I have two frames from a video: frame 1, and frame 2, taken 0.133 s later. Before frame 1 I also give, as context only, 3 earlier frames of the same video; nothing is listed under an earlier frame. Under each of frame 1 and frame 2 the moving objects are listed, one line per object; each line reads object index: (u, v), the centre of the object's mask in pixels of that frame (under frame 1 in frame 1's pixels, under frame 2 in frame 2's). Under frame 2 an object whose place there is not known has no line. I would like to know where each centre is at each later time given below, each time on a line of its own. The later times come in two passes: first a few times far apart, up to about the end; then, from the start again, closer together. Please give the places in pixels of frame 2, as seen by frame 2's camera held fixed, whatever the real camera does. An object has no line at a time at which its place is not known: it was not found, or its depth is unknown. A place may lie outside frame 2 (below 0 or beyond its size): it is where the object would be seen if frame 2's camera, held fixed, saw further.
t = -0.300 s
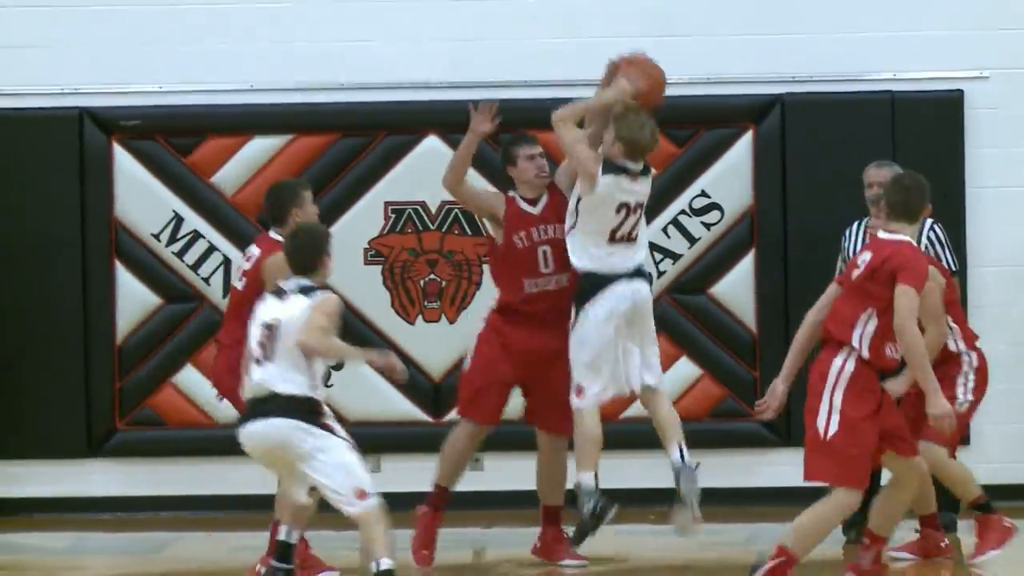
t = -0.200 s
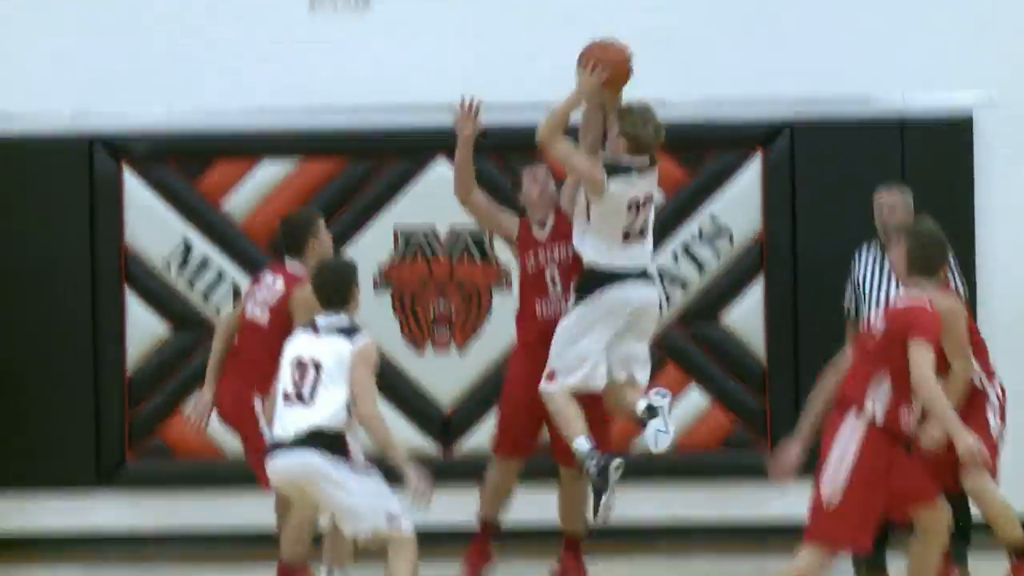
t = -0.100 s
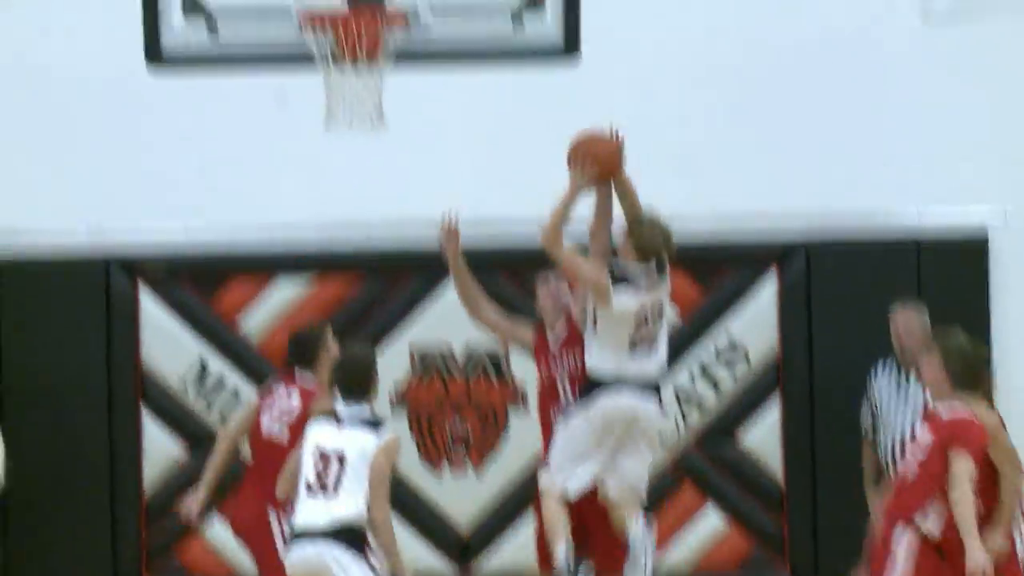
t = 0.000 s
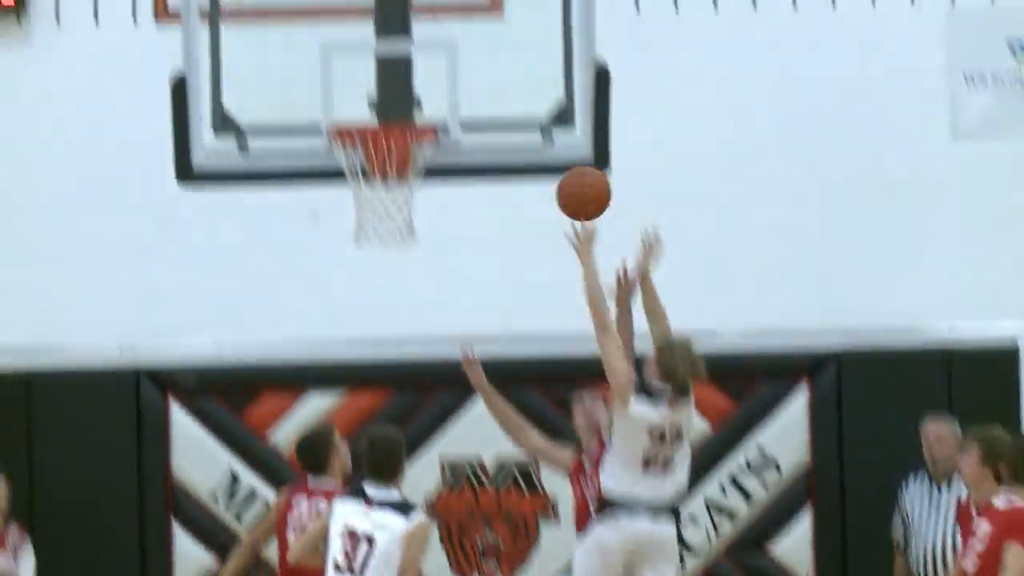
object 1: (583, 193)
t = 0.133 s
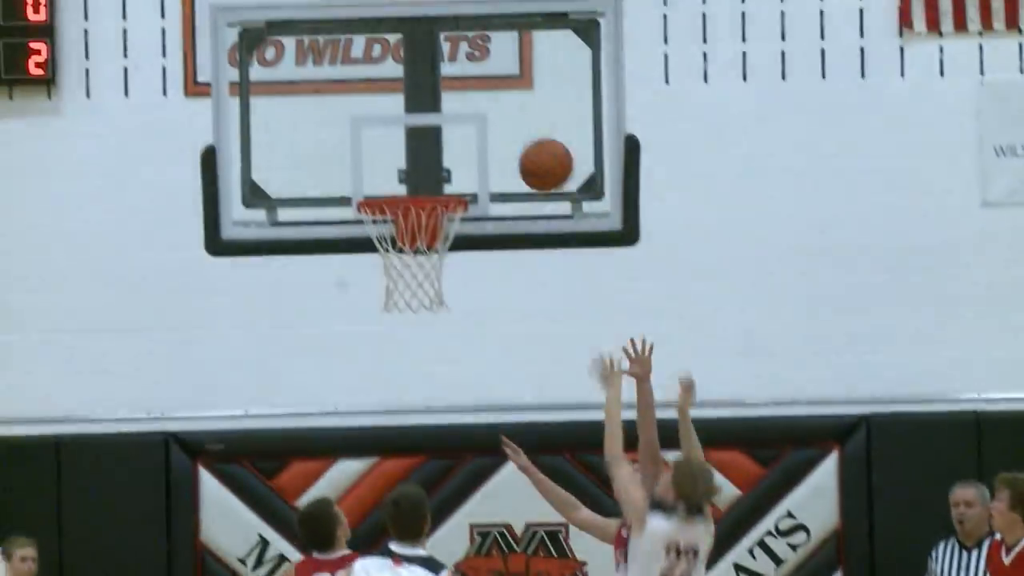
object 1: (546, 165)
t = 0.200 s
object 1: (516, 137)
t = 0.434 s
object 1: (435, 160)
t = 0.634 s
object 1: (391, 177)
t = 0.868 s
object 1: (425, 184)
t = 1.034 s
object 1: (422, 193)
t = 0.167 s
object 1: (530, 147)
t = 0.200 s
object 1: (516, 137)
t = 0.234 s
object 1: (505, 133)
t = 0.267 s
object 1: (493, 132)
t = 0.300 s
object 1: (481, 132)
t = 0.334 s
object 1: (470, 135)
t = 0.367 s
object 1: (458, 141)
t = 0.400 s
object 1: (447, 150)
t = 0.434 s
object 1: (435, 160)
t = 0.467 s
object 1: (424, 172)
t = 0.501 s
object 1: (416, 173)
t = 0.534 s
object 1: (411, 172)
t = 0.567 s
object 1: (404, 172)
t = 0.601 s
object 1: (398, 174)
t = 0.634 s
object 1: (391, 177)
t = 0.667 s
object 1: (384, 181)
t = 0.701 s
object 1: (386, 180)
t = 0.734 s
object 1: (394, 178)
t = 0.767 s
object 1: (402, 179)
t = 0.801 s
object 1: (410, 180)
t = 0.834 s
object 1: (417, 181)
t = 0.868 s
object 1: (425, 184)
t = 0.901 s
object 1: (425, 186)
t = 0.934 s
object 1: (424, 187)
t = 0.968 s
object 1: (423, 187)
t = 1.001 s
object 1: (422, 189)
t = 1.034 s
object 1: (422, 193)
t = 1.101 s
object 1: (417, 228)
